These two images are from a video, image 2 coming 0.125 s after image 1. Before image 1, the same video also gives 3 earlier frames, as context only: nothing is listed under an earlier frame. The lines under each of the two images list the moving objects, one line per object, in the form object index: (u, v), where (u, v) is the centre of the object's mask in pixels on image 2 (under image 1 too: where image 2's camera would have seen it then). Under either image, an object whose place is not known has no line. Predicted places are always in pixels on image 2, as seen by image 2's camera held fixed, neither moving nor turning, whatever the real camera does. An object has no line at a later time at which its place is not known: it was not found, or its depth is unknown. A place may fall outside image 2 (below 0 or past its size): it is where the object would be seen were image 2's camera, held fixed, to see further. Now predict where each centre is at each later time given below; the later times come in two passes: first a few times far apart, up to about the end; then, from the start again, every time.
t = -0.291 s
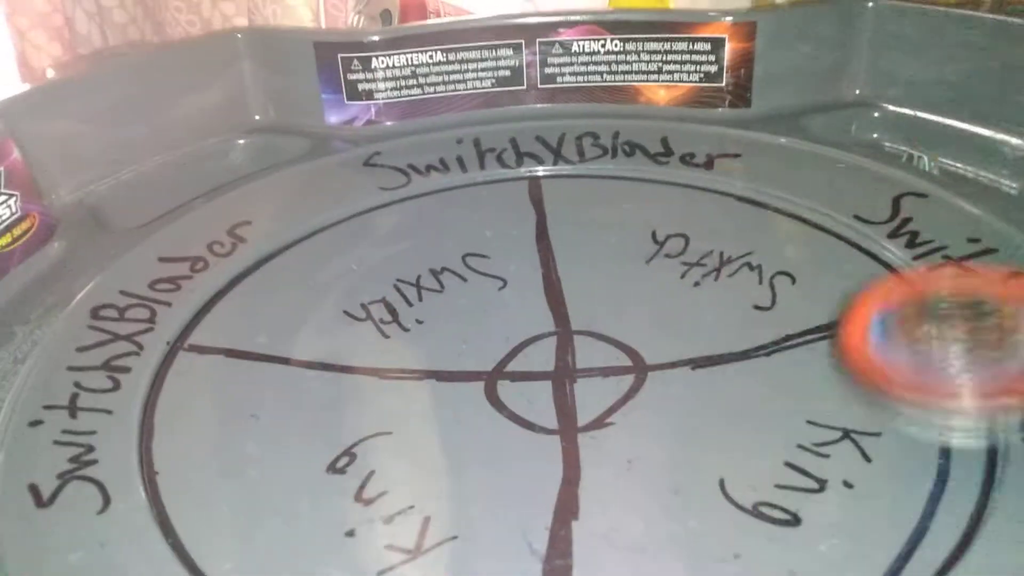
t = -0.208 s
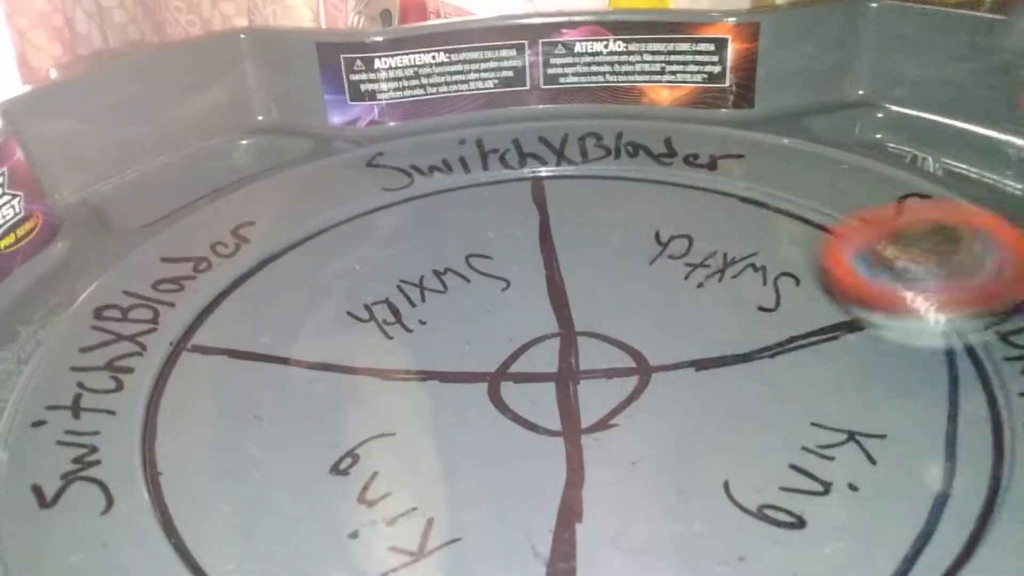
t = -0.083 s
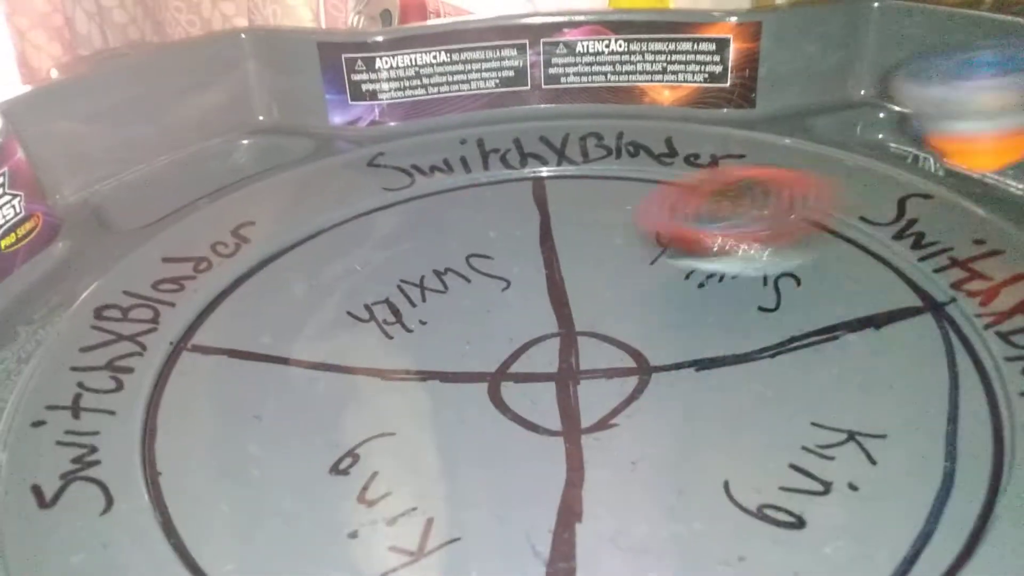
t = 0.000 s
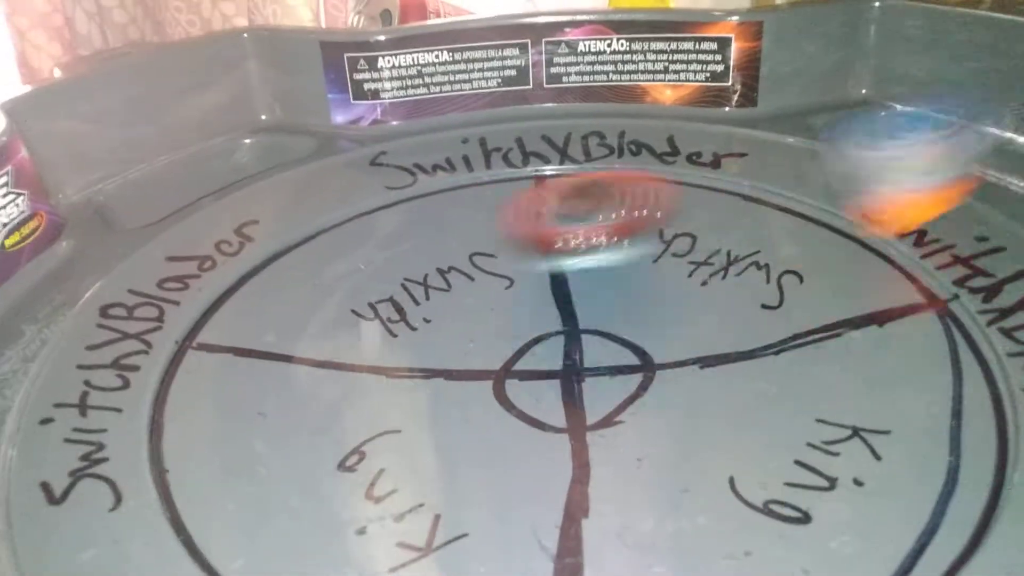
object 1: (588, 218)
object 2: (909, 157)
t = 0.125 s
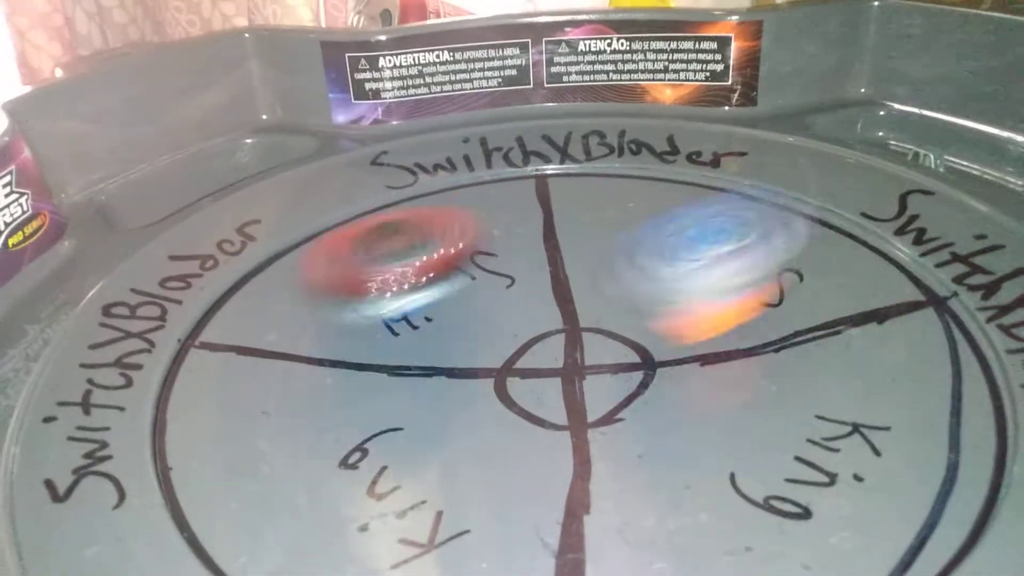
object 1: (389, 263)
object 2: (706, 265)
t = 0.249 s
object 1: (245, 359)
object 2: (511, 323)
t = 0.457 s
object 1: (420, 517)
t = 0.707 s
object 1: (845, 448)
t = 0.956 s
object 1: (612, 264)
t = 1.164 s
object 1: (358, 254)
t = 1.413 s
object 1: (310, 289)
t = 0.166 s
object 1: (332, 287)
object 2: (647, 288)
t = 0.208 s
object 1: (286, 317)
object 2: (570, 311)
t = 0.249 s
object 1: (245, 359)
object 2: (511, 323)
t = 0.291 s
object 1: (218, 408)
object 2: (456, 323)
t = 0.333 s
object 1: (197, 447)
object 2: (412, 319)
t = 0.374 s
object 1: (227, 496)
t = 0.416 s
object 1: (322, 508)
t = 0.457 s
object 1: (420, 517)
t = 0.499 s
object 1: (516, 522)
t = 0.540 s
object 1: (617, 523)
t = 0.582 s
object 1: (707, 517)
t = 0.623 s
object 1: (781, 504)
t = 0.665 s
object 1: (830, 482)
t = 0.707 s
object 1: (845, 448)
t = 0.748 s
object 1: (833, 405)
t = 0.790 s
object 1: (804, 365)
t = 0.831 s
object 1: (764, 333)
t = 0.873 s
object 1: (715, 301)
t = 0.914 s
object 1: (664, 281)
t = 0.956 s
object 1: (612, 264)
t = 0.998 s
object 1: (561, 251)
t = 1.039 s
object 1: (510, 244)
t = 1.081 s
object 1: (459, 243)
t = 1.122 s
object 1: (408, 248)
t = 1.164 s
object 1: (358, 254)
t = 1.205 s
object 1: (314, 267)
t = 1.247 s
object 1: (274, 284)
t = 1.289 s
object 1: (254, 289)
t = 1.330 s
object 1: (258, 300)
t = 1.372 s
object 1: (273, 294)
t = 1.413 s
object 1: (310, 289)
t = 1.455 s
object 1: (345, 291)
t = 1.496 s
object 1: (381, 294)
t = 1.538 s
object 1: (458, 278)
